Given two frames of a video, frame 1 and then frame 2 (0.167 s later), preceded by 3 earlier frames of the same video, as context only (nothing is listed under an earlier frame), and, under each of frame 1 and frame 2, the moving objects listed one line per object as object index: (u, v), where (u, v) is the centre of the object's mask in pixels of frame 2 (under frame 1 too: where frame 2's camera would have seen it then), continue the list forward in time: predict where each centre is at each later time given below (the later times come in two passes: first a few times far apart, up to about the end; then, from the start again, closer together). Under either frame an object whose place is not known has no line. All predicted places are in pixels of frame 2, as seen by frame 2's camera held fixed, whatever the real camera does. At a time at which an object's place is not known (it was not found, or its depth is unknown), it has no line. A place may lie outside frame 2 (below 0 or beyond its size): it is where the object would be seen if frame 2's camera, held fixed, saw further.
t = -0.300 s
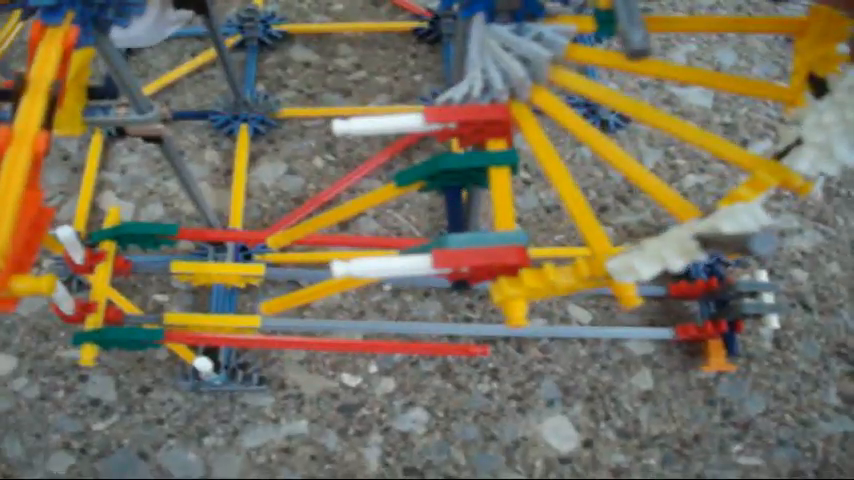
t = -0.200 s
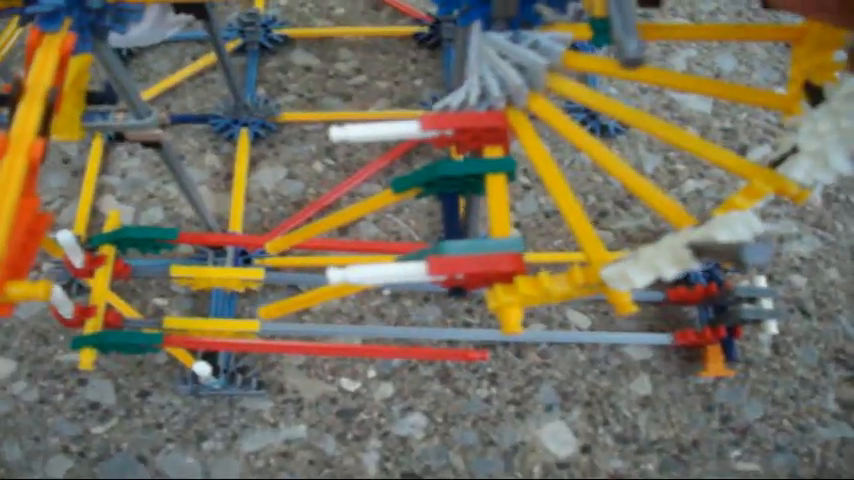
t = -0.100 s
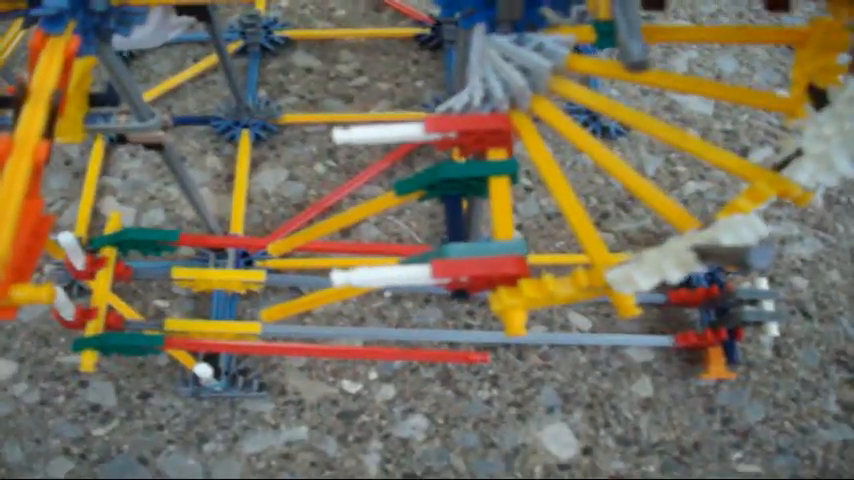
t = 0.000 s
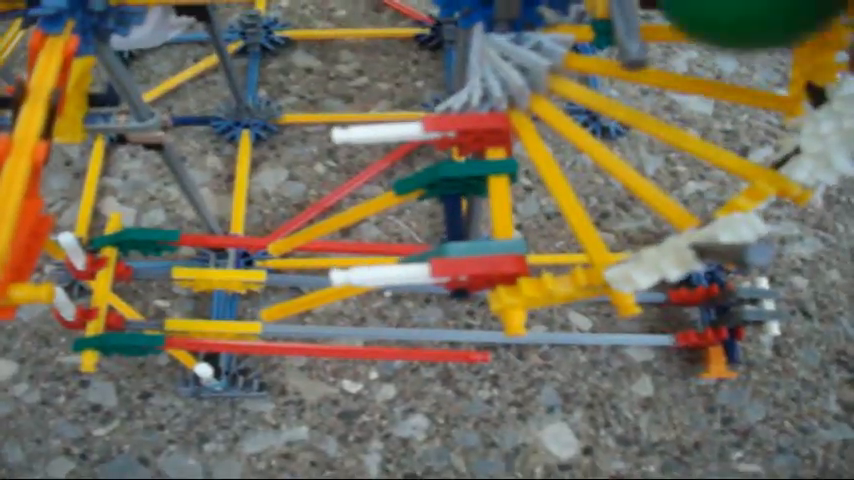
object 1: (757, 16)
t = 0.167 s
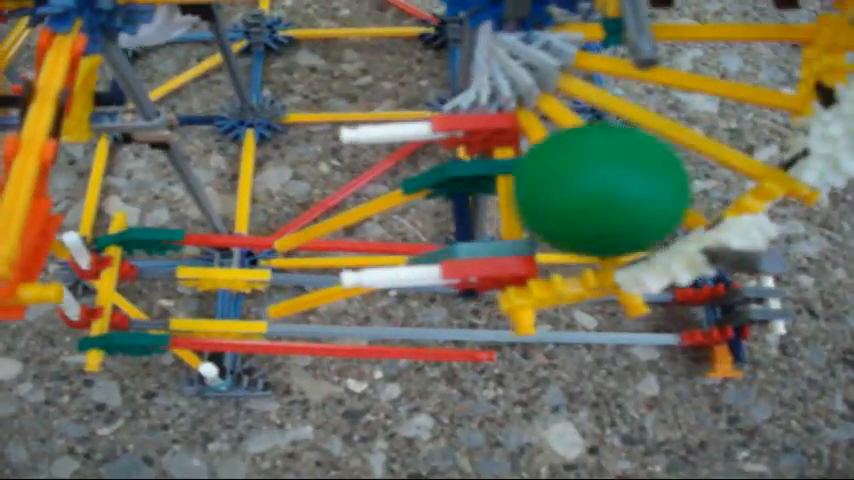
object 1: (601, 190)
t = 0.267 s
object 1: (466, 188)
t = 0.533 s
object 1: (122, 278)
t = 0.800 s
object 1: (292, 286)
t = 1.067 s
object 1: (623, 318)
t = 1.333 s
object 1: (645, 315)
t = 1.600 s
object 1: (647, 315)
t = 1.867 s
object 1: (672, 313)
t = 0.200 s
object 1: (556, 195)
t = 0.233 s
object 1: (512, 190)
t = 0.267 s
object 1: (466, 188)
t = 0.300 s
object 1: (418, 186)
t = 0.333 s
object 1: (367, 197)
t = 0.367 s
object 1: (320, 219)
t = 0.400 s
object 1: (285, 252)
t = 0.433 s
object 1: (248, 273)
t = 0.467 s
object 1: (205, 287)
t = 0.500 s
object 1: (157, 281)
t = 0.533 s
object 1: (122, 278)
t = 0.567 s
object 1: (133, 271)
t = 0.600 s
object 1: (158, 275)
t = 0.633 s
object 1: (178, 288)
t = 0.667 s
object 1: (194, 293)
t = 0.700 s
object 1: (215, 292)
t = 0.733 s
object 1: (237, 287)
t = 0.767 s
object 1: (261, 282)
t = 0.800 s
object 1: (292, 286)
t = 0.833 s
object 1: (332, 305)
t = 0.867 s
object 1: (369, 302)
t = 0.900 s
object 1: (408, 310)
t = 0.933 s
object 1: (441, 311)
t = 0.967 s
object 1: (469, 314)
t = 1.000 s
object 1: (554, 321)
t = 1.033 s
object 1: (577, 320)
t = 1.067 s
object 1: (623, 318)
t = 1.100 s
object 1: (677, 312)
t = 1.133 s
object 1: (701, 304)
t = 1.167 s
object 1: (707, 301)
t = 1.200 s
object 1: (706, 302)
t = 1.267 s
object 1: (676, 311)
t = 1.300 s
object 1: (659, 314)
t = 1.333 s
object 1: (645, 315)
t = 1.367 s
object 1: (634, 318)
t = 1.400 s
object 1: (625, 317)
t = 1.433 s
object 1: (623, 318)
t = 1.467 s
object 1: (622, 317)
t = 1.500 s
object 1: (624, 317)
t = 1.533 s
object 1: (629, 318)
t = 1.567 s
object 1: (636, 317)
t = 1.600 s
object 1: (647, 315)
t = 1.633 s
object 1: (659, 314)
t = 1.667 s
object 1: (674, 311)
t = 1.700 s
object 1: (682, 309)
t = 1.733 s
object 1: (680, 310)
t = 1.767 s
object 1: (672, 313)
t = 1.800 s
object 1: (670, 313)
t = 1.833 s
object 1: (670, 313)
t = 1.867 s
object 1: (672, 313)
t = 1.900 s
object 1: (675, 312)
